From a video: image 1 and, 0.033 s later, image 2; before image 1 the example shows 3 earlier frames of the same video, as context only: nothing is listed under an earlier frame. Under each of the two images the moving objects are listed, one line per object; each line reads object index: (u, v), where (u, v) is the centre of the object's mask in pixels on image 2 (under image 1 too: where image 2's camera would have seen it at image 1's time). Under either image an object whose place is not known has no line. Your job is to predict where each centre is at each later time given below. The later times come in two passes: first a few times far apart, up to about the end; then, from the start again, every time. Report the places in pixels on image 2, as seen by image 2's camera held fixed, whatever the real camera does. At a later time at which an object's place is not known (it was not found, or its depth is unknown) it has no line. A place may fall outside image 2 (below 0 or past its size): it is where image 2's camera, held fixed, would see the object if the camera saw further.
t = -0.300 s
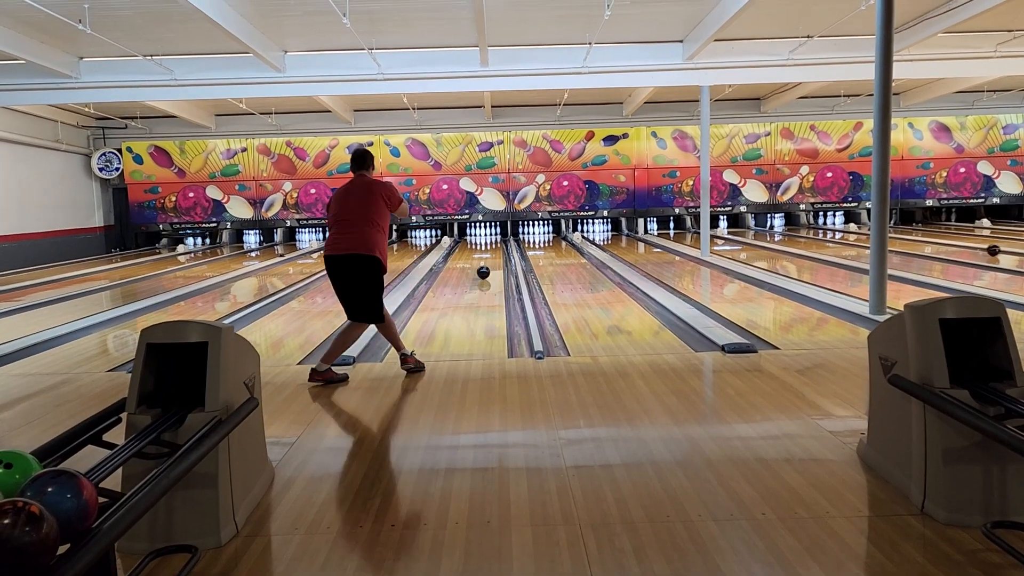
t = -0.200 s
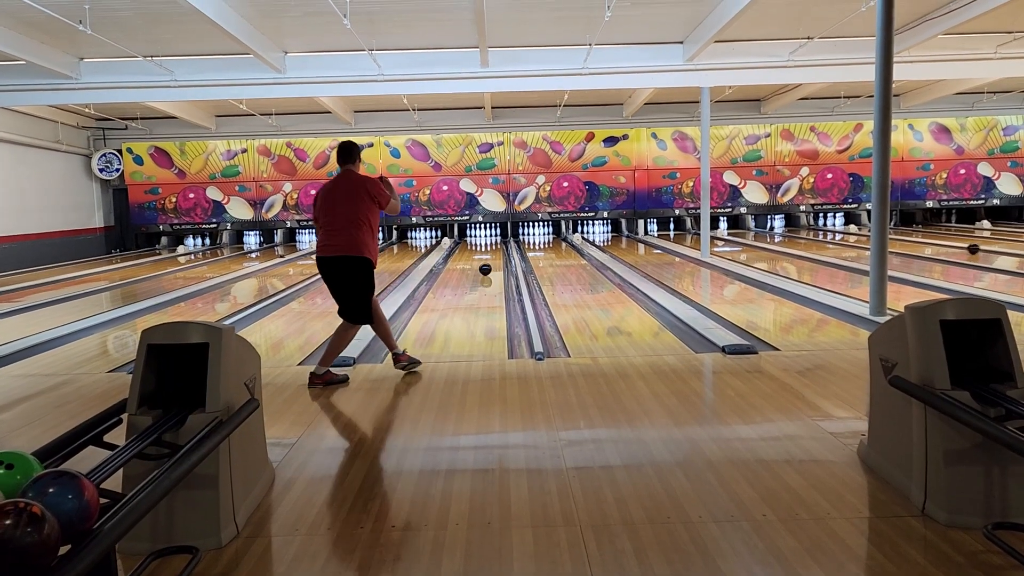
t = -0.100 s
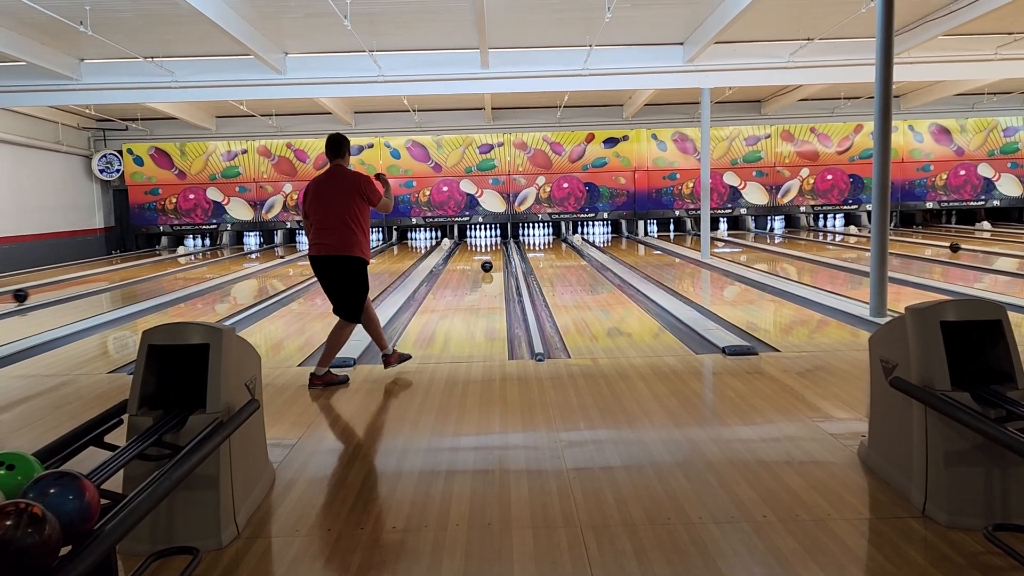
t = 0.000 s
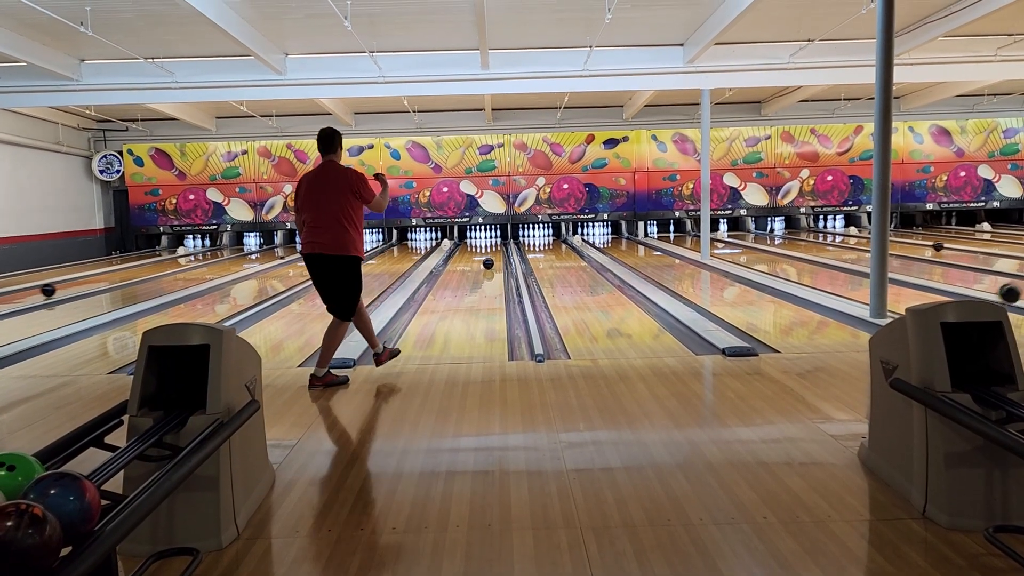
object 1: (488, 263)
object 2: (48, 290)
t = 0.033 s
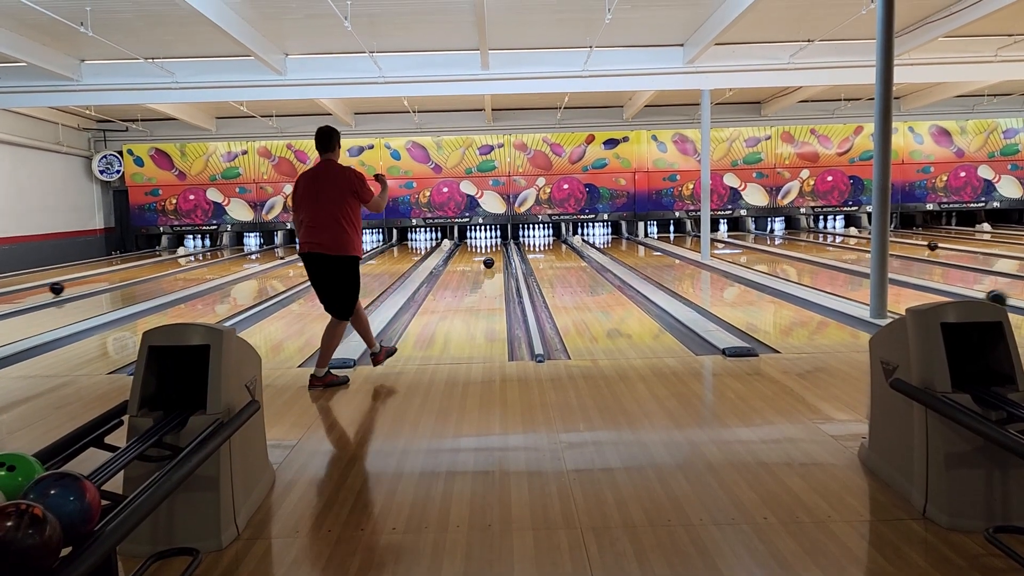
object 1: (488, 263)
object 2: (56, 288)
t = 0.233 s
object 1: (491, 257)
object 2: (101, 279)
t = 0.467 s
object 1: (492, 251)
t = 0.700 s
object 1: (493, 246)
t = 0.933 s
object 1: (492, 242)
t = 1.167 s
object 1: (490, 239)
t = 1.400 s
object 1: (487, 237)
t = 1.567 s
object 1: (486, 236)
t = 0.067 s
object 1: (489, 261)
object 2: (65, 286)
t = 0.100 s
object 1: (489, 260)
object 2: (72, 285)
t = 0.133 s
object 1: (490, 259)
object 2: (80, 283)
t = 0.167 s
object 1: (490, 258)
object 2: (87, 282)
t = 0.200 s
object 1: (490, 258)
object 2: (94, 281)
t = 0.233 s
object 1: (491, 257)
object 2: (101, 279)
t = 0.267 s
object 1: (491, 256)
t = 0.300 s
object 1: (491, 255)
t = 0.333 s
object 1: (491, 254)
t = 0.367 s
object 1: (492, 253)
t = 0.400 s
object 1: (492, 252)
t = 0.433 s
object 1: (492, 252)
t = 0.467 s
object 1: (492, 251)
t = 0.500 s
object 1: (492, 250)
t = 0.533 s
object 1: (492, 250)
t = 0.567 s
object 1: (492, 249)
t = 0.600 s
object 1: (493, 248)
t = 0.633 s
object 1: (493, 248)
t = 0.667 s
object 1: (493, 247)
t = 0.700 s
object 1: (493, 246)
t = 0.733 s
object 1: (493, 246)
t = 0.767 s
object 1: (493, 245)
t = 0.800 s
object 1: (493, 245)
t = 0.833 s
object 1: (493, 244)
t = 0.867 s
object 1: (493, 244)
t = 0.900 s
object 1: (493, 243)
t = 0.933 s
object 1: (492, 242)
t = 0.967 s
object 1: (492, 242)
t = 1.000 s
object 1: (492, 242)
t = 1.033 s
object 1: (492, 241)
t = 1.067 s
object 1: (492, 241)
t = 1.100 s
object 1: (491, 240)
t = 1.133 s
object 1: (491, 240)
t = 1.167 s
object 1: (490, 239)
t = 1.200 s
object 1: (490, 239)
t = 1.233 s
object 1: (489, 239)
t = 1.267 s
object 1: (489, 238)
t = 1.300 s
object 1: (489, 238)
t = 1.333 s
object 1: (488, 238)
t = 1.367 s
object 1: (487, 237)
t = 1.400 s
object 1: (487, 237)
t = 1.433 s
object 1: (486, 237)
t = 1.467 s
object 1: (486, 236)
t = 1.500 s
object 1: (485, 236)
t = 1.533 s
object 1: (486, 236)
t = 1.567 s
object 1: (486, 236)
